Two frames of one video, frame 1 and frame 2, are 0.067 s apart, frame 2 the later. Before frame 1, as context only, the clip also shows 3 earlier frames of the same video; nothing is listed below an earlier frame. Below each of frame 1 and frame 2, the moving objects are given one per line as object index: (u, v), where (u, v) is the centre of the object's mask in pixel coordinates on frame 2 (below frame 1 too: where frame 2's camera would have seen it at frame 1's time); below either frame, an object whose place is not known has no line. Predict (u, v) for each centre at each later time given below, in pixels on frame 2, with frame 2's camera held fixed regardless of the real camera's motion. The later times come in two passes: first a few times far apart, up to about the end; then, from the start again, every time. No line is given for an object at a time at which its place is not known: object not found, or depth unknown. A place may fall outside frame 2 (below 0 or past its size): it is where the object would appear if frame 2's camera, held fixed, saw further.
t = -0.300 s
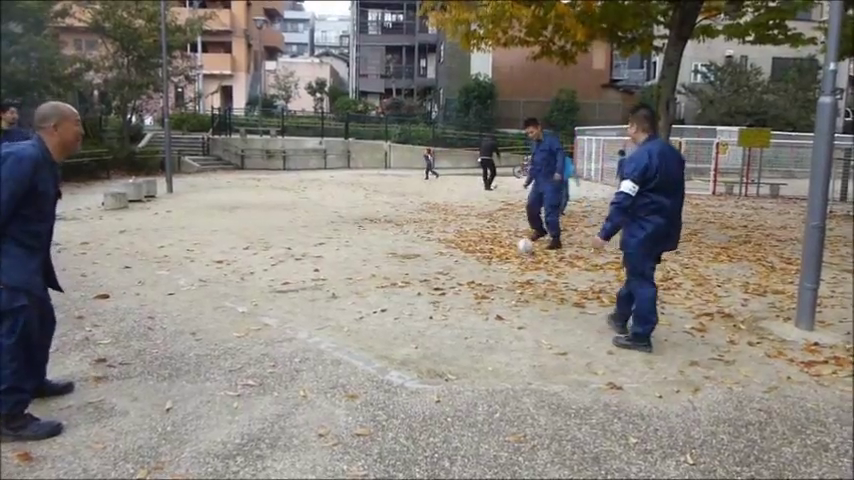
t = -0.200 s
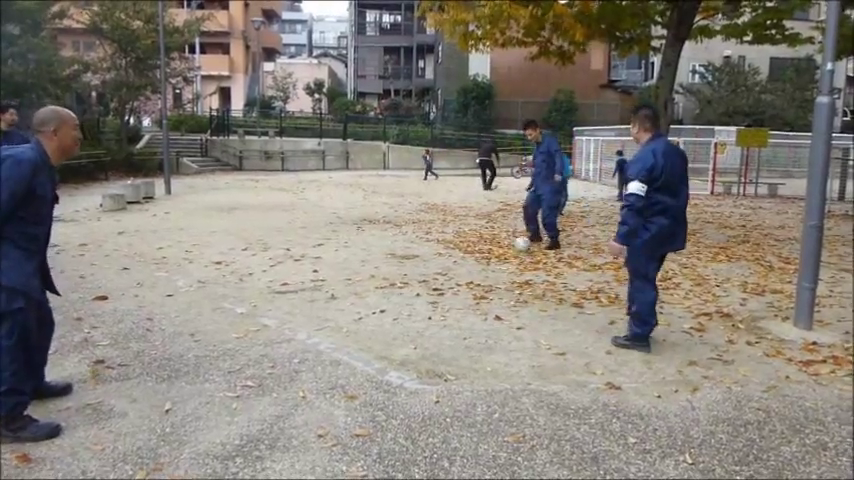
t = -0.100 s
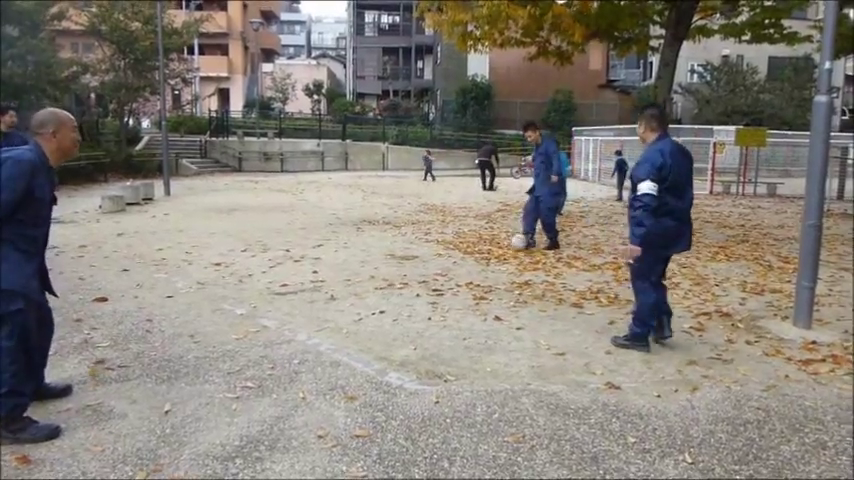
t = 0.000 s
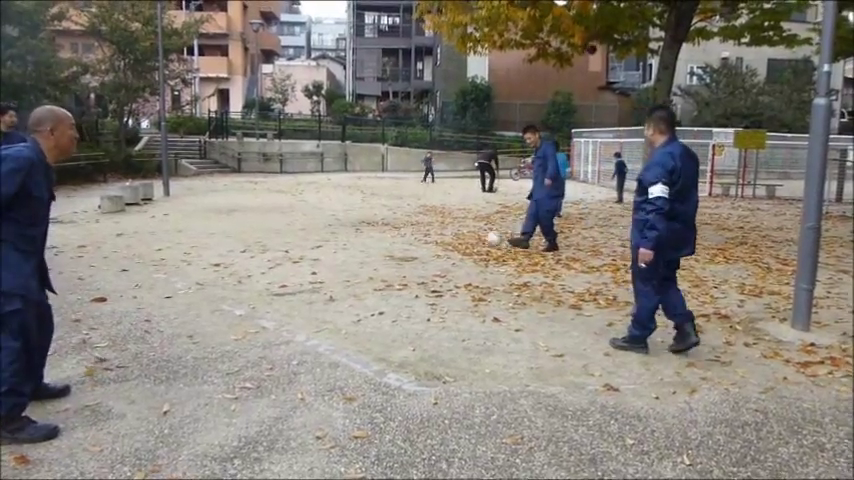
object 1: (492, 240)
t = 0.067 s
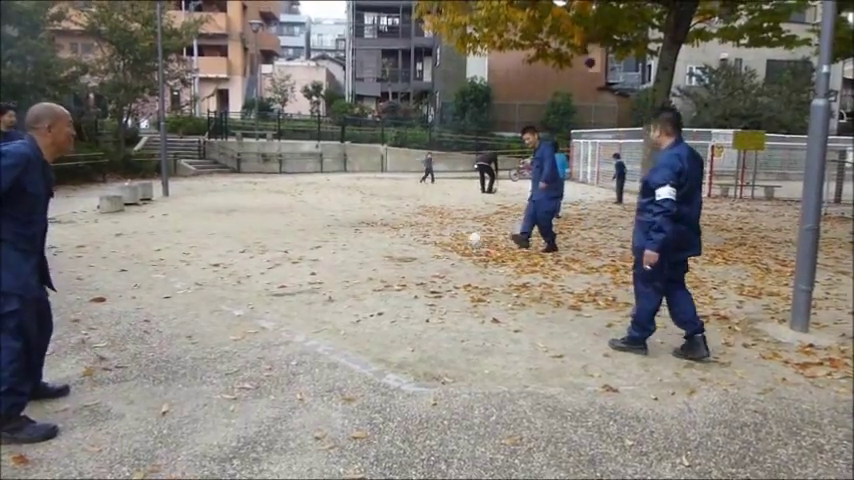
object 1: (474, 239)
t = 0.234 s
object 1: (430, 259)
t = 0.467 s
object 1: (380, 266)
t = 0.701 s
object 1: (334, 276)
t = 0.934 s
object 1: (287, 284)
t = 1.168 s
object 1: (235, 292)
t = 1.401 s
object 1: (178, 299)
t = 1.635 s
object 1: (119, 309)
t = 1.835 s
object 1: (64, 319)
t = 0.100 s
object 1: (467, 242)
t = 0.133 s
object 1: (458, 245)
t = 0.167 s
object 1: (448, 248)
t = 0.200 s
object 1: (440, 253)
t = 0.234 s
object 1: (430, 259)
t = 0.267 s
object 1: (421, 263)
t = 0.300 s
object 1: (414, 262)
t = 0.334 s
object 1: (407, 260)
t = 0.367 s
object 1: (401, 260)
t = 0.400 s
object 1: (393, 261)
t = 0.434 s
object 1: (387, 263)
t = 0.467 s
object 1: (380, 266)
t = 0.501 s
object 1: (372, 270)
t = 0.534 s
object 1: (365, 273)
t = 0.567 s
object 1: (359, 272)
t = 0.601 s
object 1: (353, 272)
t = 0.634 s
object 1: (347, 273)
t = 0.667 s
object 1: (341, 275)
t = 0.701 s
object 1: (334, 276)
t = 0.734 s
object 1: (328, 278)
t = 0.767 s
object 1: (321, 278)
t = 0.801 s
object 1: (313, 279)
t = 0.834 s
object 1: (307, 281)
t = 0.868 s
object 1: (300, 282)
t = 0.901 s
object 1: (294, 283)
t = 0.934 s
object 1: (287, 284)
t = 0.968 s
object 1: (279, 285)
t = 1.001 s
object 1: (272, 287)
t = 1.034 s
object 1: (265, 287)
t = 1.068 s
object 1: (257, 288)
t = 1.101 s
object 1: (249, 289)
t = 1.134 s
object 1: (242, 291)
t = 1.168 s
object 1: (235, 292)
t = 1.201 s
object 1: (227, 293)
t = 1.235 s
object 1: (219, 294)
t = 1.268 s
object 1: (211, 295)
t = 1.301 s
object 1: (203, 296)
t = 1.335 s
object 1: (194, 297)
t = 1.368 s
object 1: (186, 298)
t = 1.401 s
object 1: (178, 299)
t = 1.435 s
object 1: (170, 301)
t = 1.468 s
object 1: (162, 302)
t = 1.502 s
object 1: (154, 304)
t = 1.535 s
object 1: (145, 305)
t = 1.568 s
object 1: (136, 306)
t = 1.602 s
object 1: (128, 308)
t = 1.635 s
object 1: (119, 309)
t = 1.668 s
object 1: (109, 312)
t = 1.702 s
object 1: (99, 313)
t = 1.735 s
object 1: (91, 314)
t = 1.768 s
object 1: (83, 316)
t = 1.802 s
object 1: (74, 318)
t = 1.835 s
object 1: (64, 319)
